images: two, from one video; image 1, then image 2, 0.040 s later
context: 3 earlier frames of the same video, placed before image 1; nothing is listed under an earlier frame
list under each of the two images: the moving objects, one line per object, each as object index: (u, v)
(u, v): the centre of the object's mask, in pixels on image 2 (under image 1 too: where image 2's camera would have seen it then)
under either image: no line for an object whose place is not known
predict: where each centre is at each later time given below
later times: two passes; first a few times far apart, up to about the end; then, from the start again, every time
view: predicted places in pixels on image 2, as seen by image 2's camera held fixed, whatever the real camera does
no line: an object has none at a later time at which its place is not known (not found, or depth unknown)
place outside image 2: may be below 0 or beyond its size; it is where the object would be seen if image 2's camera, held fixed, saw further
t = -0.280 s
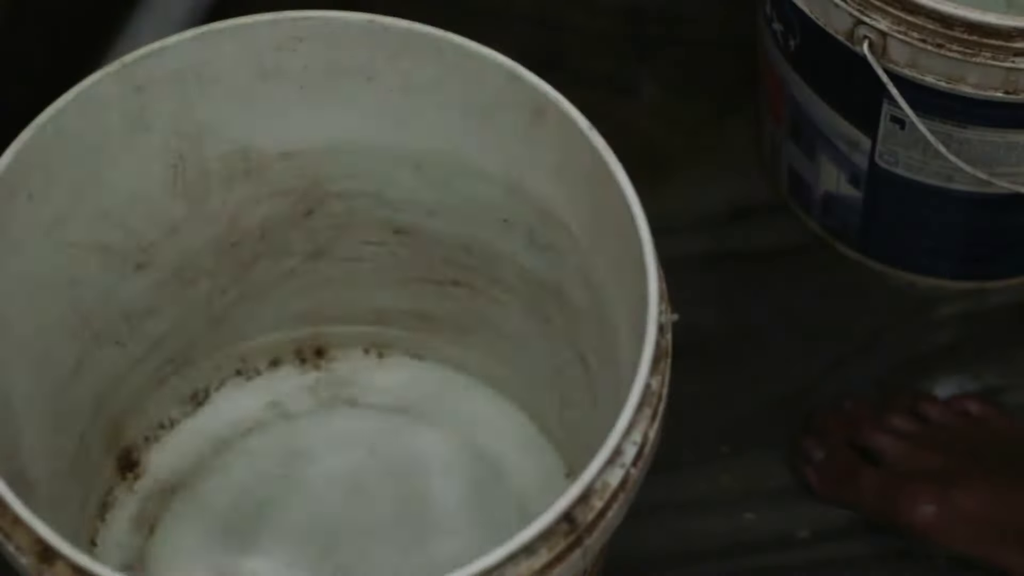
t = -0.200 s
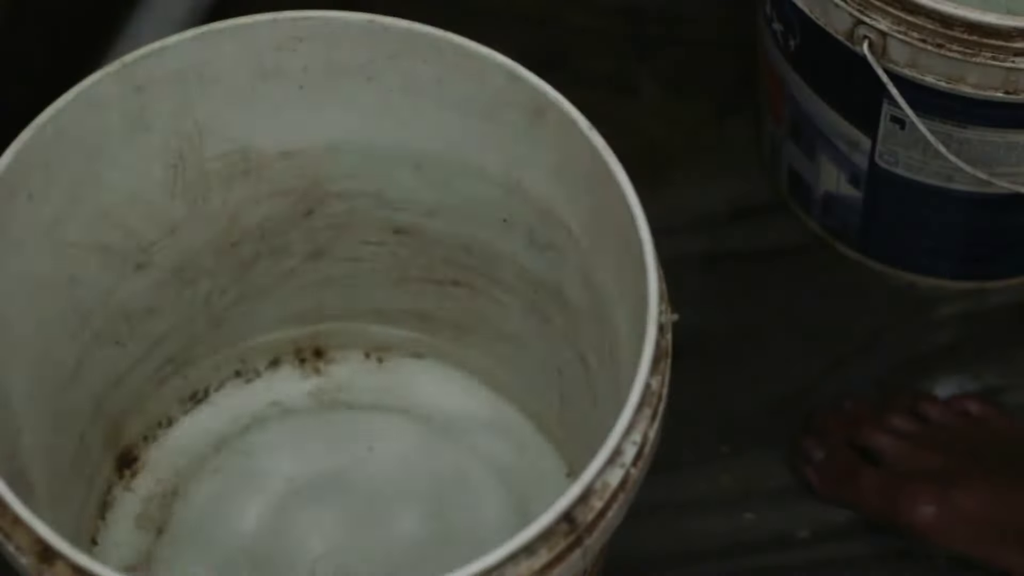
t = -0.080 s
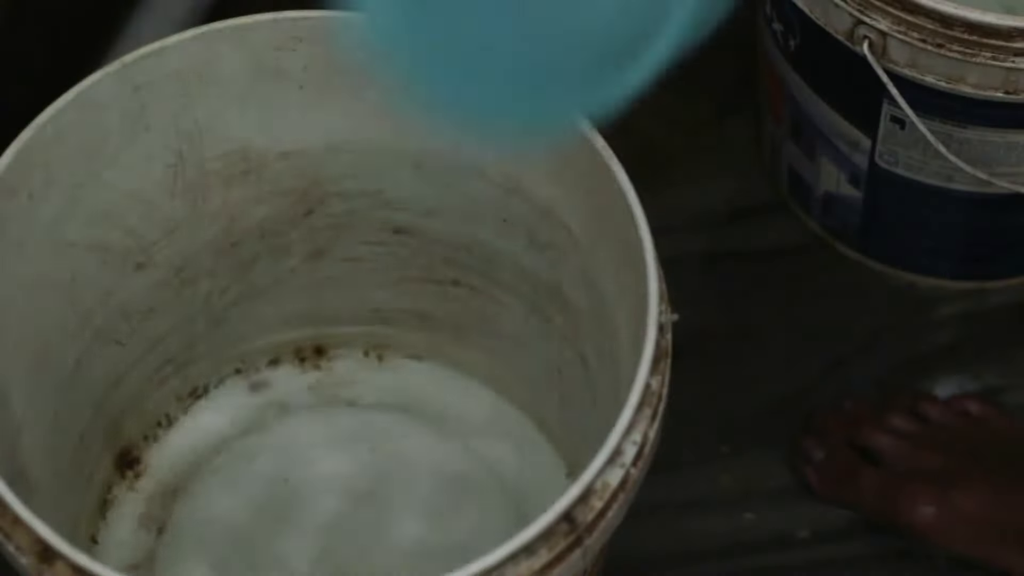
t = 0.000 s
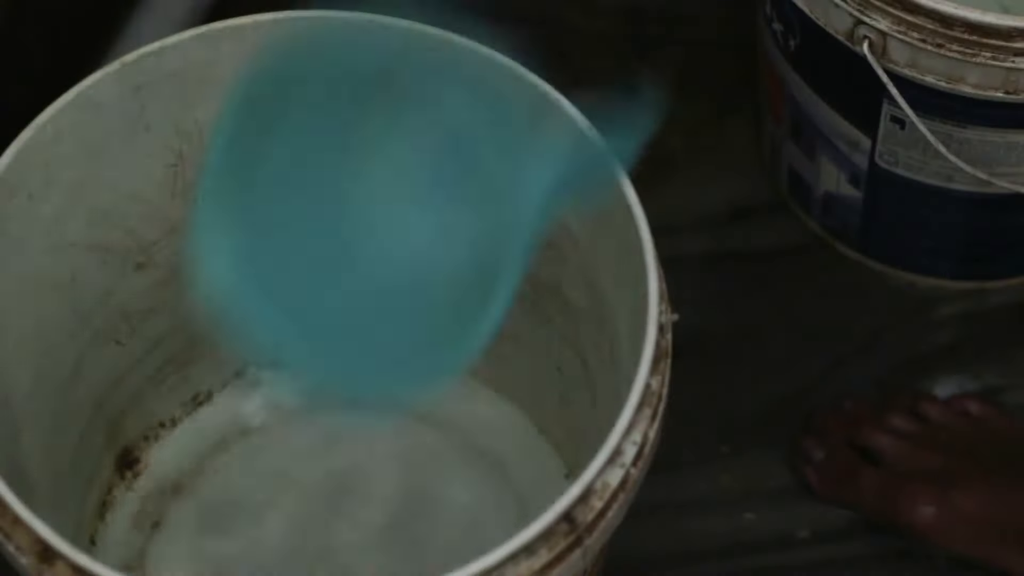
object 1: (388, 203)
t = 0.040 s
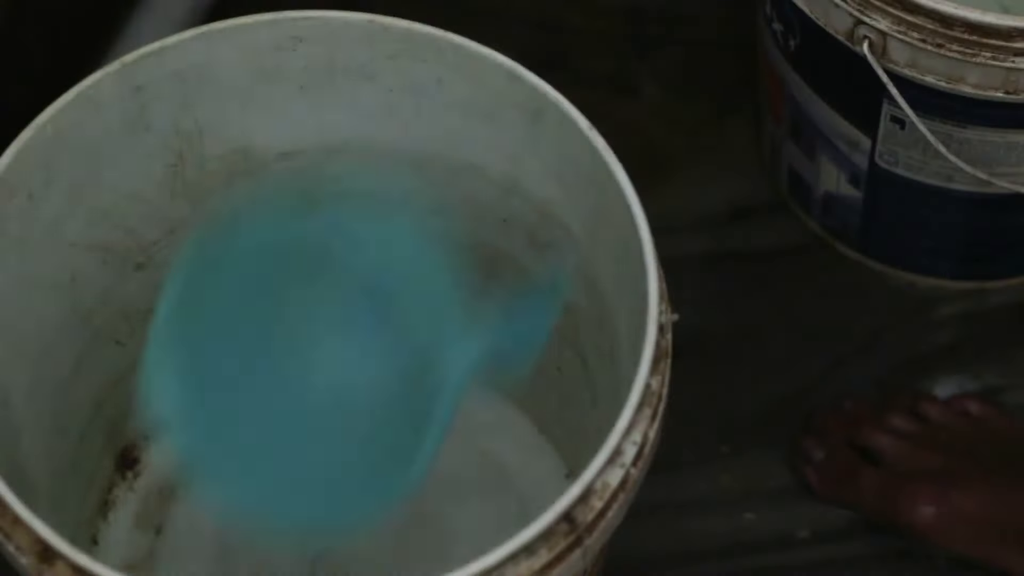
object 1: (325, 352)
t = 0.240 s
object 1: (323, 507)
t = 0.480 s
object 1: (371, 468)
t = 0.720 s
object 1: (388, 446)
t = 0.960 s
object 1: (393, 442)
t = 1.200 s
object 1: (374, 443)
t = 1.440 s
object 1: (369, 447)
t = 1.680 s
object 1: (368, 450)
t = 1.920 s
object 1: (361, 444)
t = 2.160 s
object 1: (356, 438)
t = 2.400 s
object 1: (345, 443)
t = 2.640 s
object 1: (346, 442)
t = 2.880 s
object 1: (345, 431)
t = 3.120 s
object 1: (336, 432)
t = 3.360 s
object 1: (331, 438)
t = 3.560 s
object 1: (335, 431)
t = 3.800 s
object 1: (338, 429)
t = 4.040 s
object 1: (322, 434)
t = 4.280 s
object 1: (331, 430)
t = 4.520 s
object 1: (333, 430)
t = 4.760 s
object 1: (320, 434)
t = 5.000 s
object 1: (323, 440)
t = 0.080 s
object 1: (276, 469)
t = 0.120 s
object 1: (266, 492)
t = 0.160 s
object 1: (246, 496)
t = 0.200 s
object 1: (284, 499)
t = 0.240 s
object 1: (323, 507)
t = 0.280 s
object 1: (340, 506)
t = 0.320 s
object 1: (347, 495)
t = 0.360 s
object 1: (353, 487)
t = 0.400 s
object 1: (360, 479)
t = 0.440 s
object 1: (366, 473)
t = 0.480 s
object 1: (371, 468)
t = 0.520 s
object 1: (375, 463)
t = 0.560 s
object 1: (377, 459)
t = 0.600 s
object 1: (379, 453)
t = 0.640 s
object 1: (381, 450)
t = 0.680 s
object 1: (384, 447)
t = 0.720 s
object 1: (388, 446)
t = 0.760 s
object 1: (391, 442)
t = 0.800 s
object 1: (394, 438)
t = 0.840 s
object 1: (397, 434)
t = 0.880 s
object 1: (397, 437)
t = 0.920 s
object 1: (395, 440)
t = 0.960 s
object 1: (393, 442)
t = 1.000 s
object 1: (391, 444)
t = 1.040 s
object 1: (390, 444)
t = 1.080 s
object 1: (386, 443)
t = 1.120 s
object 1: (381, 443)
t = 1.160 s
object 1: (377, 442)
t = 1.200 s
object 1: (374, 443)
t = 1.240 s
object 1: (372, 444)
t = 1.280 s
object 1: (372, 446)
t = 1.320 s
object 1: (372, 447)
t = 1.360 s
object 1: (372, 448)
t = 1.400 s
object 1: (371, 447)
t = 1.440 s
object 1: (369, 447)
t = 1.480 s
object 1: (366, 446)
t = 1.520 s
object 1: (364, 446)
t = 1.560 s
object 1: (364, 446)
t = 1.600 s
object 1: (366, 447)
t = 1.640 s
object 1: (368, 449)
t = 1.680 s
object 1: (368, 450)
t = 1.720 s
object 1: (369, 449)
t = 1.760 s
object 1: (368, 449)
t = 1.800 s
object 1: (366, 448)
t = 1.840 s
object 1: (364, 446)
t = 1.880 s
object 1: (363, 445)
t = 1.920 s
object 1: (361, 444)
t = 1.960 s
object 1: (361, 442)
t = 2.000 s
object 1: (361, 441)
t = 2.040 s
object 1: (361, 440)
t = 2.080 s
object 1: (361, 439)
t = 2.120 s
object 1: (359, 438)
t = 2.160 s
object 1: (356, 438)
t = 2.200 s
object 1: (354, 438)
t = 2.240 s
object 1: (352, 439)
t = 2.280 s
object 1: (350, 439)
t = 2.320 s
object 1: (348, 440)
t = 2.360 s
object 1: (346, 441)
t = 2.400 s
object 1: (345, 443)
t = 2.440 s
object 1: (344, 443)
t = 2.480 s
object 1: (343, 444)
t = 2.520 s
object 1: (343, 444)
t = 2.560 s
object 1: (344, 444)
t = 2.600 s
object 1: (345, 443)
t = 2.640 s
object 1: (346, 442)
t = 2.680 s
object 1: (346, 440)
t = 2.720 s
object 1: (347, 438)
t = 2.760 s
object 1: (347, 435)
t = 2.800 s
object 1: (346, 433)
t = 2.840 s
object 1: (346, 432)
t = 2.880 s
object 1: (345, 431)
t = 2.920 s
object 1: (343, 431)
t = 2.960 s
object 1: (342, 431)
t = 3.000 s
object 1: (341, 431)
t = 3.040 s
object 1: (340, 431)
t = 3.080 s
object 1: (338, 432)
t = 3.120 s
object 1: (336, 432)
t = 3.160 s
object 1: (334, 434)
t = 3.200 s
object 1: (333, 436)
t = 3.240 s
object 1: (331, 437)
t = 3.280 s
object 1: (330, 438)
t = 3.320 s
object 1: (330, 438)
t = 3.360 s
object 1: (331, 438)
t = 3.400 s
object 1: (331, 438)
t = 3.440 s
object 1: (332, 436)
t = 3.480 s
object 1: (334, 435)
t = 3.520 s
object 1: (335, 433)
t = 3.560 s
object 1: (335, 431)
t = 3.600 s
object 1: (336, 430)
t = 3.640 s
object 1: (336, 427)
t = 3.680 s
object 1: (336, 426)
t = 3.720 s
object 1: (335, 424)
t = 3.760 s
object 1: (339, 429)
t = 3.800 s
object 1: (338, 429)
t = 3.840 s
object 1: (335, 430)
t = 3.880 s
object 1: (333, 431)
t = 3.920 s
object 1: (330, 433)
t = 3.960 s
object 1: (323, 431)
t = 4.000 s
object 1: (322, 432)
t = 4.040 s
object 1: (322, 434)
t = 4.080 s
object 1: (322, 435)
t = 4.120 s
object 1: (324, 435)
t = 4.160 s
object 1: (326, 435)
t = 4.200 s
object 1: (328, 434)
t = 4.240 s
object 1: (329, 432)
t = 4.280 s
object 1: (331, 430)
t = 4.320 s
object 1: (336, 432)
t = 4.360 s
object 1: (336, 431)
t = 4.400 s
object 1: (336, 430)
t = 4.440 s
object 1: (335, 430)
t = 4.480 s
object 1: (334, 430)
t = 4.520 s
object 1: (333, 430)
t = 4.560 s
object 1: (332, 430)
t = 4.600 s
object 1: (326, 427)
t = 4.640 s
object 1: (324, 429)
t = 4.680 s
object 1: (322, 430)
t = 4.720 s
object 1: (321, 432)
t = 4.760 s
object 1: (320, 434)
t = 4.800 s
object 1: (319, 436)
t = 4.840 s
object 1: (318, 437)
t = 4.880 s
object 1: (319, 439)
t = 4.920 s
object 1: (320, 440)
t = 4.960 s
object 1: (322, 440)
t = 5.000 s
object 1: (323, 440)
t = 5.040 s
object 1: (324, 439)
